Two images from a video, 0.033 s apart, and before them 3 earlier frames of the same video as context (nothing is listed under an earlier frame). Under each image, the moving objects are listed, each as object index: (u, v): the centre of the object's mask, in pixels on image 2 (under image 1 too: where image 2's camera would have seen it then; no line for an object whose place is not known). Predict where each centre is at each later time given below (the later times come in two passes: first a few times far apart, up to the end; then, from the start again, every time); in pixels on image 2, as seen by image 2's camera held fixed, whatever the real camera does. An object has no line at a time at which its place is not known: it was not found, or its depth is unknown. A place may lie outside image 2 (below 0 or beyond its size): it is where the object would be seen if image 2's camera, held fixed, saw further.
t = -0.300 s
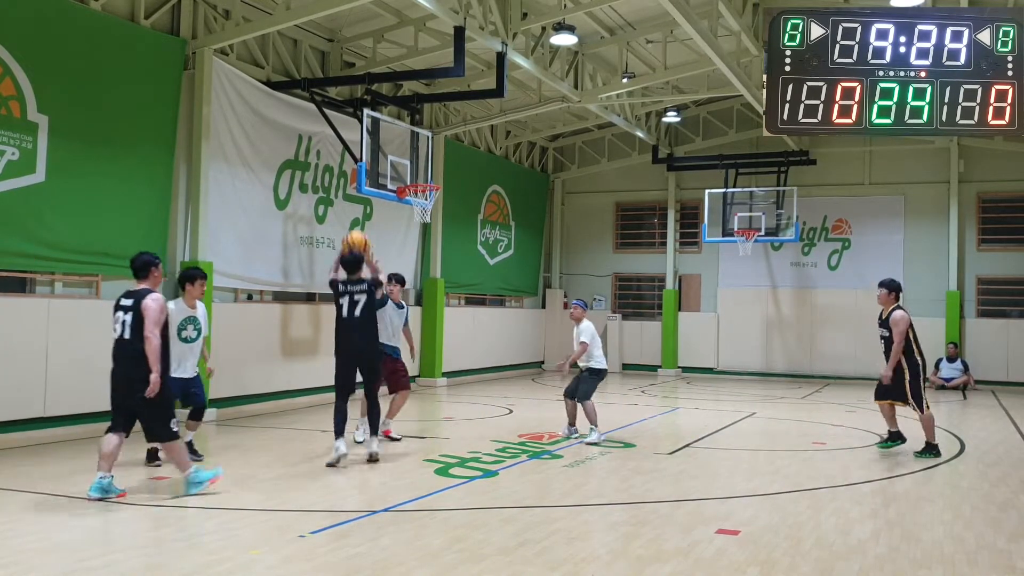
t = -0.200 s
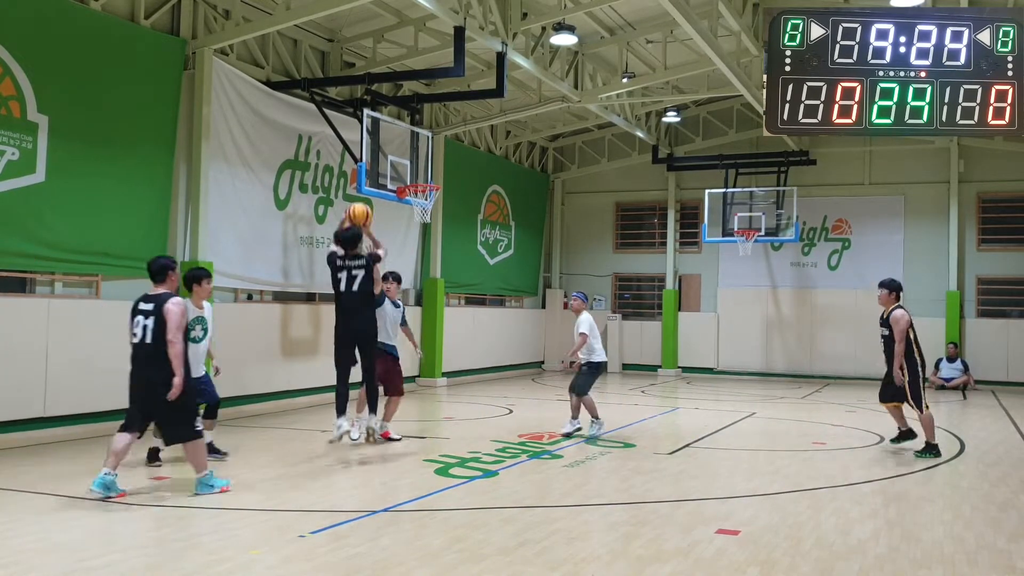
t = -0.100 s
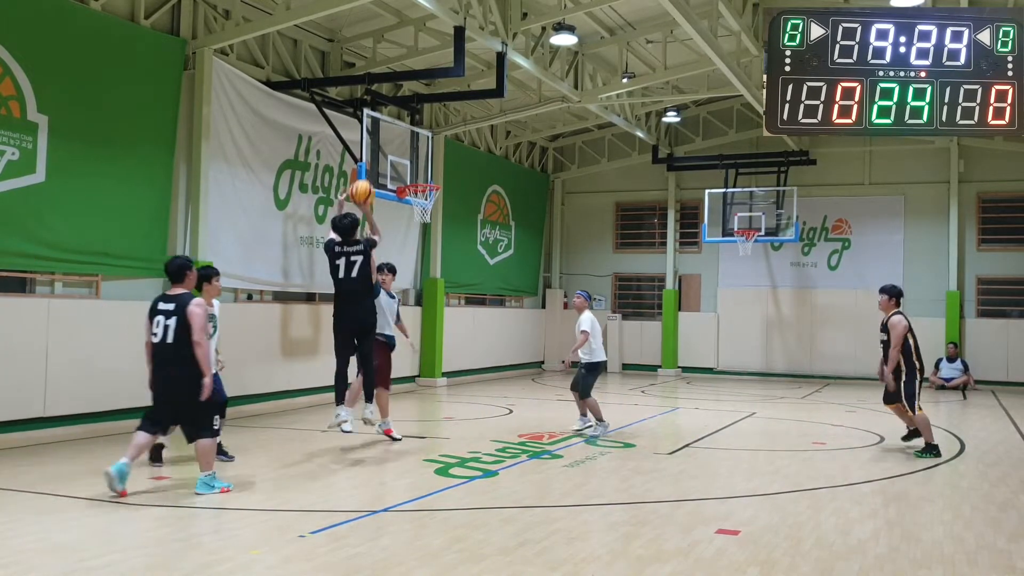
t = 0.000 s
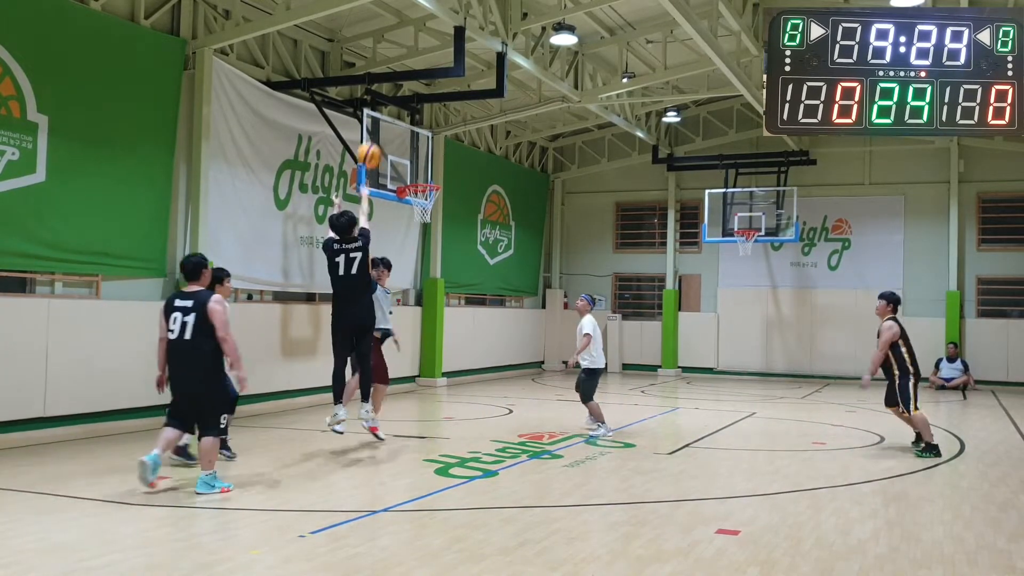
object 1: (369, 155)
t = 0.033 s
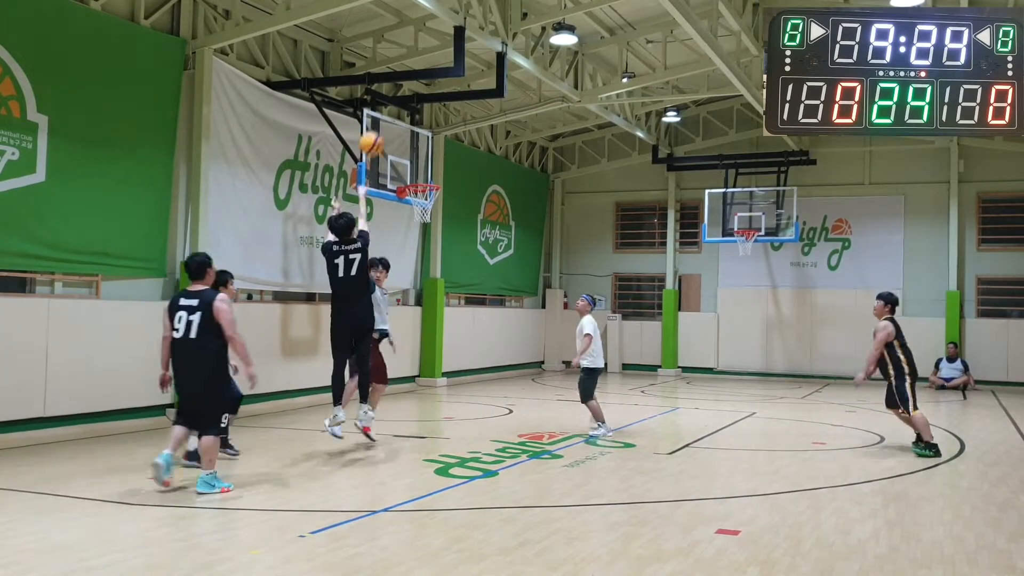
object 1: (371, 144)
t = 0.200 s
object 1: (382, 106)
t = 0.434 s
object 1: (394, 100)
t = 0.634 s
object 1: (401, 128)
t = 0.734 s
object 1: (405, 153)
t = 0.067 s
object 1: (373, 133)
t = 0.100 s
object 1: (376, 124)
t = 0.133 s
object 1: (378, 117)
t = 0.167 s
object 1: (380, 111)
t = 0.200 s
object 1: (382, 106)
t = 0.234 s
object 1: (384, 102)
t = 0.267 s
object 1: (386, 100)
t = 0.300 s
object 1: (387, 97)
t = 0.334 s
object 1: (389, 97)
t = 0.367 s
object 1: (391, 97)
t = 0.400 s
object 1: (392, 98)
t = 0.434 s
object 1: (394, 100)
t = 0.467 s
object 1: (395, 103)
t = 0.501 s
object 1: (396, 107)
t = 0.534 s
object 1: (398, 111)
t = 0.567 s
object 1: (400, 116)
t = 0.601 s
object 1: (401, 122)
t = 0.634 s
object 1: (401, 128)
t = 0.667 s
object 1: (403, 137)
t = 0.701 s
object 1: (404, 144)
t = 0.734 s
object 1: (405, 153)
